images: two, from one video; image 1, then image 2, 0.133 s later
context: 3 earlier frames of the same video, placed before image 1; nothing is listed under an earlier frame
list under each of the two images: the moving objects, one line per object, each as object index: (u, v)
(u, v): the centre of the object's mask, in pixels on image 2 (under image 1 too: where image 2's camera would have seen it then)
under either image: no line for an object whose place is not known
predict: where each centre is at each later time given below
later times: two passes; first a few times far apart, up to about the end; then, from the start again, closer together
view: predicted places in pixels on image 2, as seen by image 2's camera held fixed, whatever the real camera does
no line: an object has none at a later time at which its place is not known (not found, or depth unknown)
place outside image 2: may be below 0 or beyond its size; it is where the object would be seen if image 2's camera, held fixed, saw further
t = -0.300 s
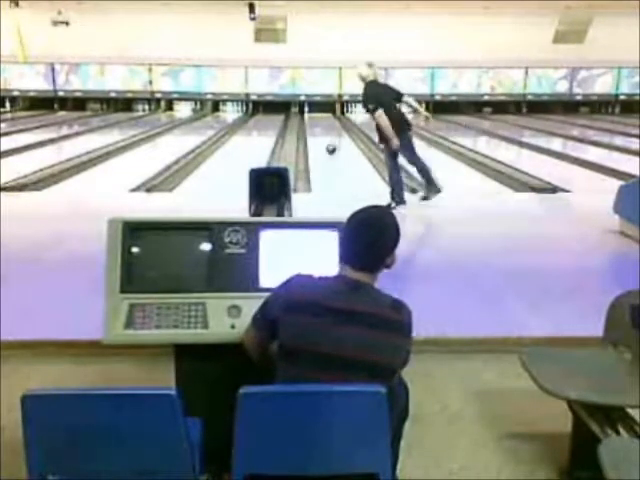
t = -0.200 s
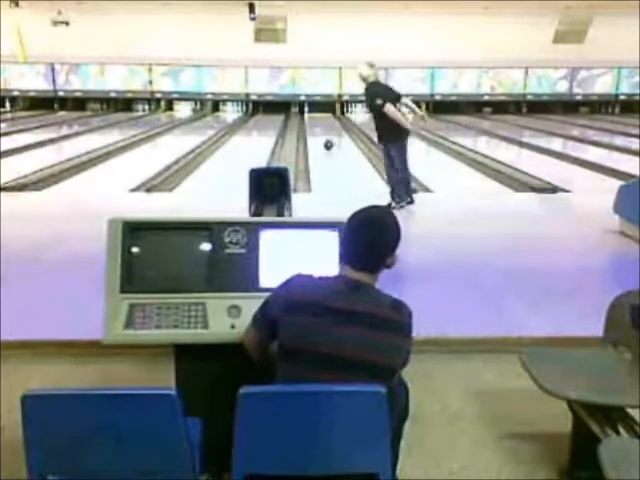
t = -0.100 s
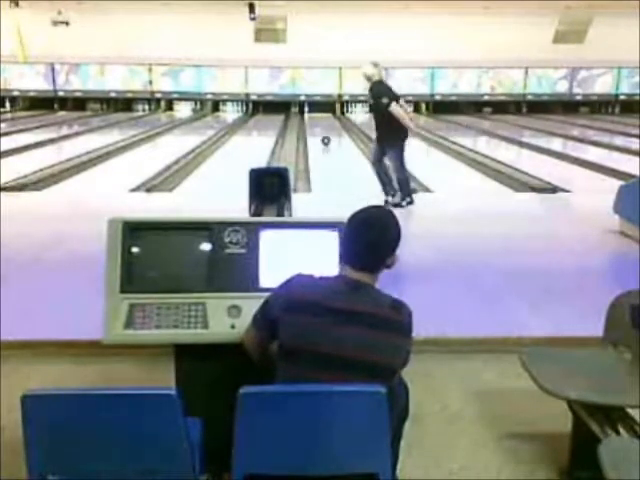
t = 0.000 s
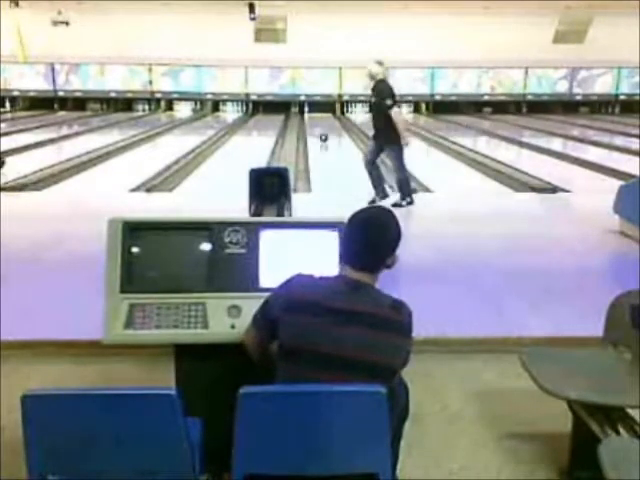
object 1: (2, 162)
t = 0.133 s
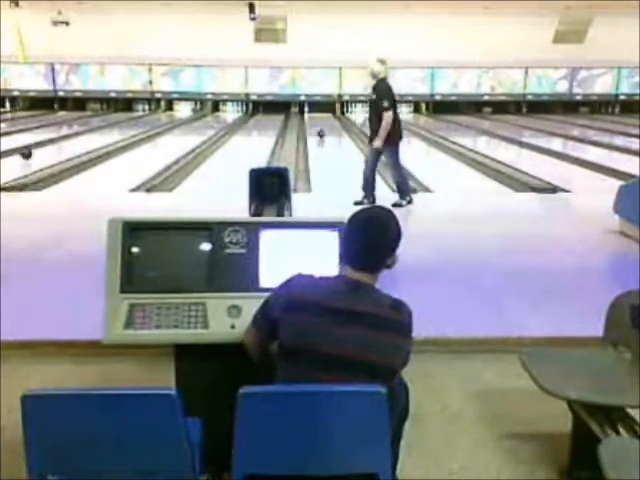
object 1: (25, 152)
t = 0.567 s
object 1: (87, 134)
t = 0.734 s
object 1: (104, 130)
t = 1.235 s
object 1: (140, 119)
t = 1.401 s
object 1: (149, 115)
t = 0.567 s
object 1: (87, 134)
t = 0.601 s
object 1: (91, 133)
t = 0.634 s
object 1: (94, 132)
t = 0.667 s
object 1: (98, 131)
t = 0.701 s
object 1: (101, 130)
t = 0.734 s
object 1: (104, 130)
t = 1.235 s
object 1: (140, 119)
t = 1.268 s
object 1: (142, 118)
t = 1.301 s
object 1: (144, 117)
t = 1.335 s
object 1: (146, 117)
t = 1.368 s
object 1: (147, 116)
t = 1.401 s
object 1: (149, 115)
